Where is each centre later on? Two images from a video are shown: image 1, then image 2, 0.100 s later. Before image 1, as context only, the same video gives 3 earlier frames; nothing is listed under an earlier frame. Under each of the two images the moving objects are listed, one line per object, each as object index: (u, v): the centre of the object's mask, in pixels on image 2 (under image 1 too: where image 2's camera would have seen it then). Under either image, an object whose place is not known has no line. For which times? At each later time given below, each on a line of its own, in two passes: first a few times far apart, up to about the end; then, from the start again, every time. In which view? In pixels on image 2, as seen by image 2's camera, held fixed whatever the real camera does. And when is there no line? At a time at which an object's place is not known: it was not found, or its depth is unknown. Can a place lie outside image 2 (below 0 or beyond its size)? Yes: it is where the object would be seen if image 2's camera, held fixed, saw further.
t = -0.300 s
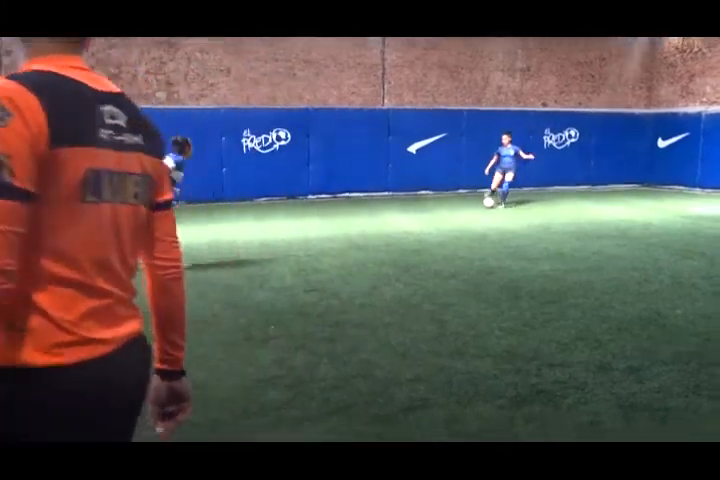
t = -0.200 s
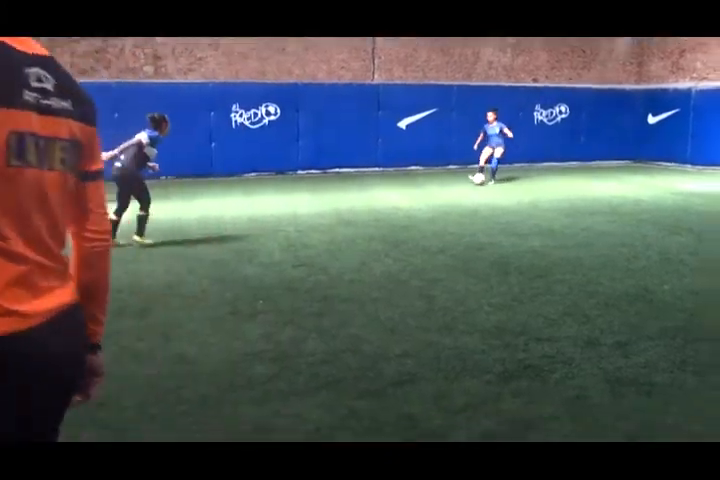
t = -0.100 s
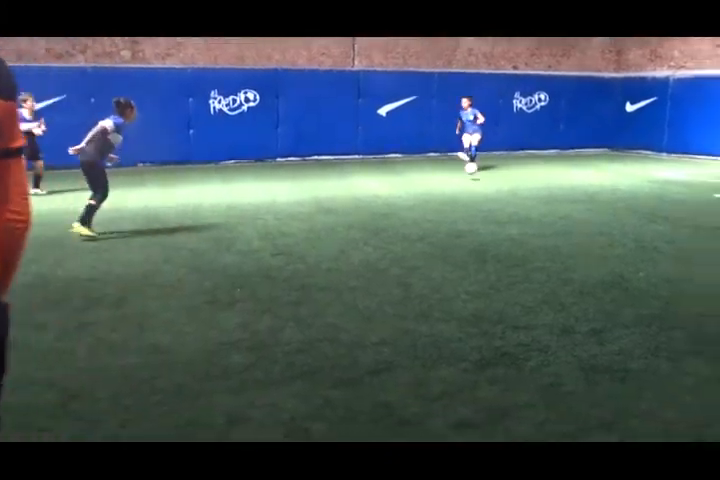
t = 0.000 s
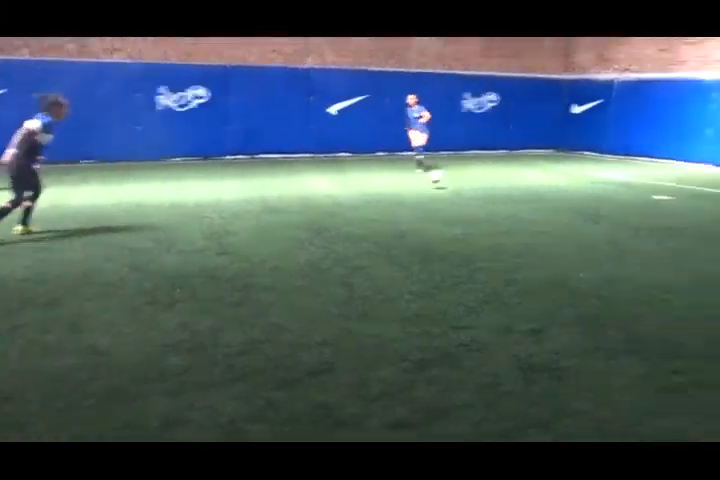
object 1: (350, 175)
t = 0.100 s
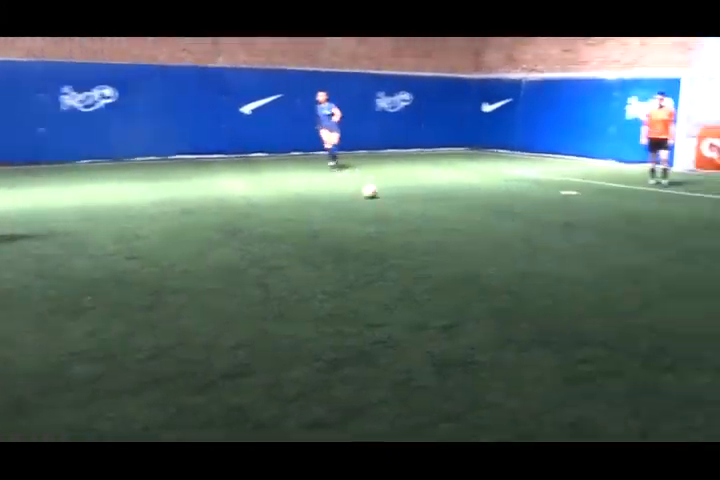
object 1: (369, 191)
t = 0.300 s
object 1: (414, 211)
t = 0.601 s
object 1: (504, 253)
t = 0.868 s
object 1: (636, 311)
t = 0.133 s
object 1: (375, 193)
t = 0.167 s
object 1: (383, 194)
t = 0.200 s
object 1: (389, 197)
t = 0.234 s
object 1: (397, 202)
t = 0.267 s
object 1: (406, 207)
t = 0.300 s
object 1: (414, 211)
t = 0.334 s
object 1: (422, 214)
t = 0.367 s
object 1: (431, 218)
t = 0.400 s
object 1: (441, 223)
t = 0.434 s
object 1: (449, 227)
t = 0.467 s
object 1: (460, 232)
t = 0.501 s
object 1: (470, 235)
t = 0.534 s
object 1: (480, 240)
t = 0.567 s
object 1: (491, 248)
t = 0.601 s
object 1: (504, 253)
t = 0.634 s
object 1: (516, 259)
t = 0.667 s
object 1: (530, 265)
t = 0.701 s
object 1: (544, 272)
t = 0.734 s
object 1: (559, 278)
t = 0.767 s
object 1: (577, 285)
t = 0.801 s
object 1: (595, 293)
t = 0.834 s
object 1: (614, 302)
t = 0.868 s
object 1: (636, 311)
